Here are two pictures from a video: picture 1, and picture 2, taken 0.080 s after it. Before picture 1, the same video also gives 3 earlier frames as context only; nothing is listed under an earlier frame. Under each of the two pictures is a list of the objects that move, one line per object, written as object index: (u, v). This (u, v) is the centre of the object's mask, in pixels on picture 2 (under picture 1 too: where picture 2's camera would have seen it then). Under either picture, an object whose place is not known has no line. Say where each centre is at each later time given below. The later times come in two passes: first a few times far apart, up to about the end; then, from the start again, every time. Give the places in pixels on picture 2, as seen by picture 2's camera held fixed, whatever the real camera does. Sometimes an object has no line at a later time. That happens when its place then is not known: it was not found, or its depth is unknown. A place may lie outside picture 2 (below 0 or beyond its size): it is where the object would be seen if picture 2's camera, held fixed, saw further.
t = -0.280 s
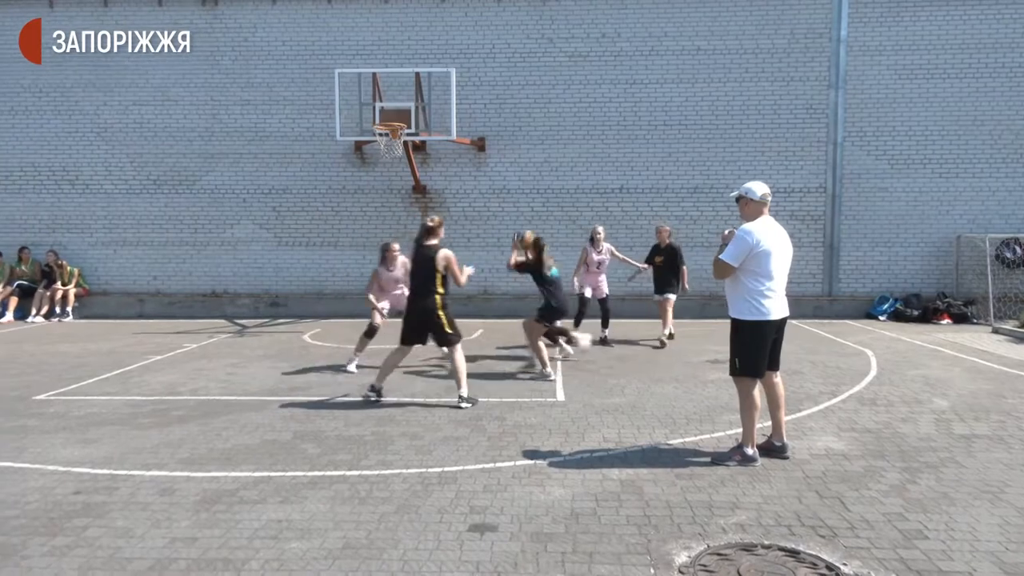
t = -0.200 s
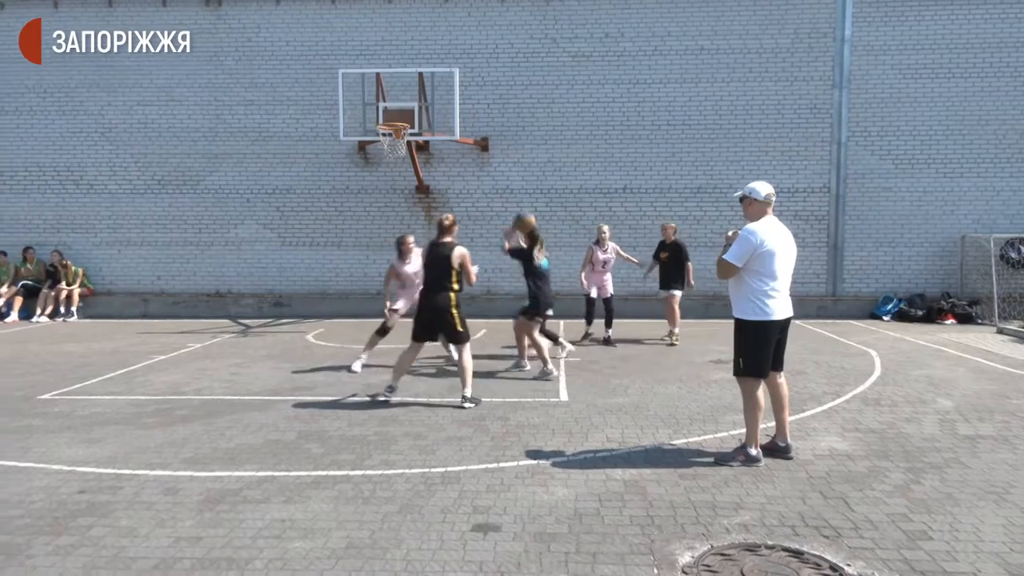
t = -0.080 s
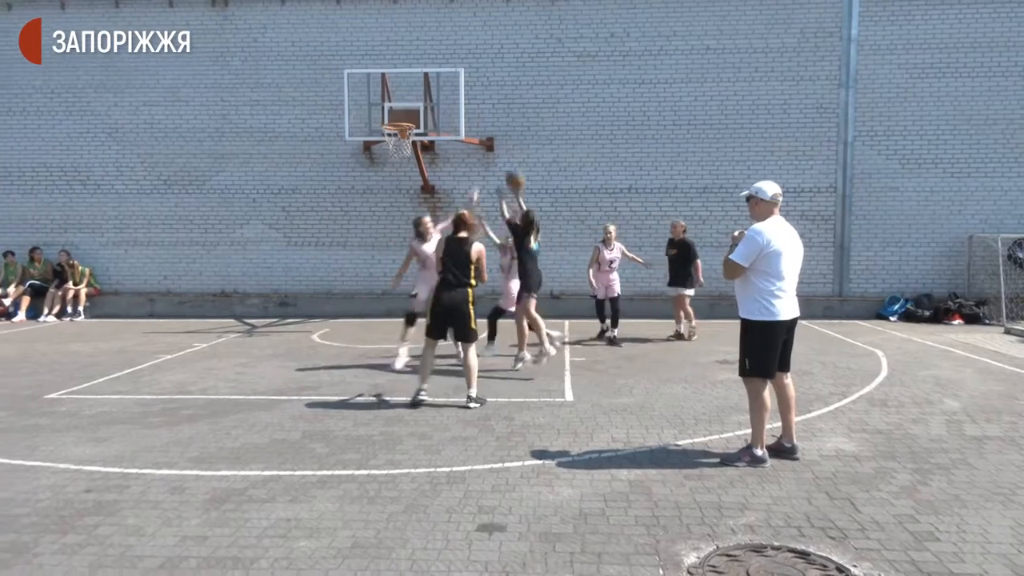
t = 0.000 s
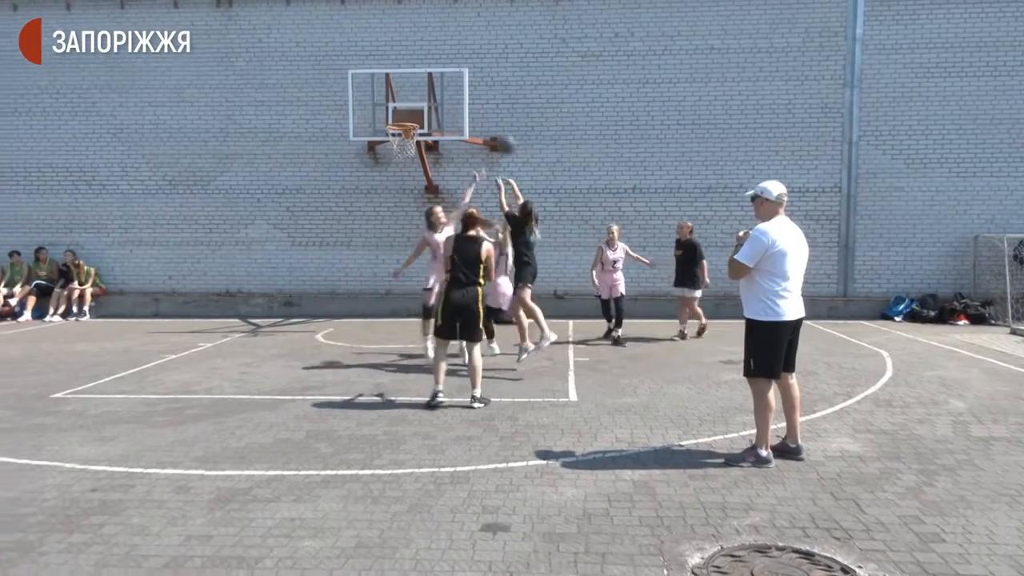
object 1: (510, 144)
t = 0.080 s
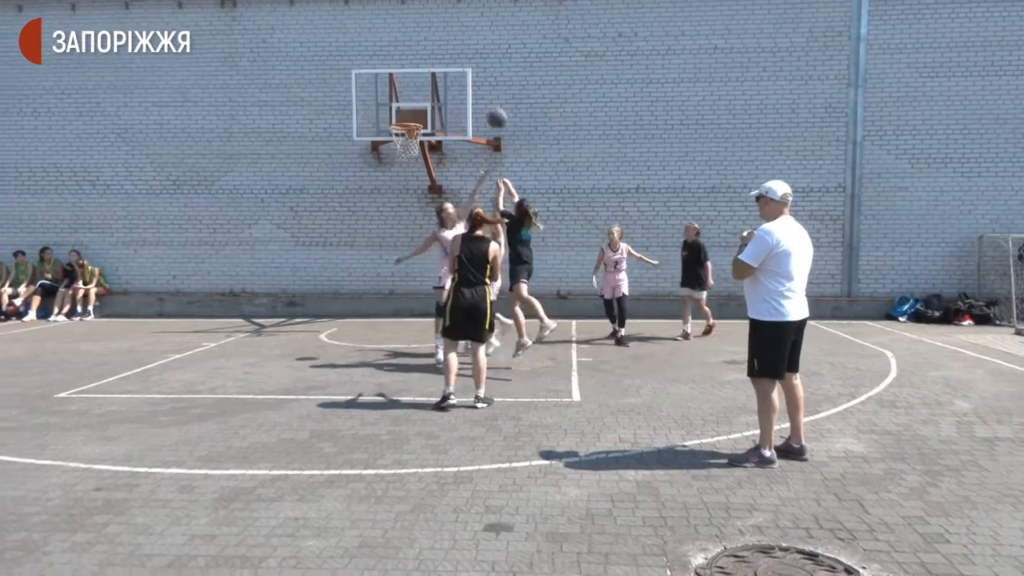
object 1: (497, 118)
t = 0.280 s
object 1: (469, 79)
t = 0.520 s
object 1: (441, 76)
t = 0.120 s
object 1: (491, 107)
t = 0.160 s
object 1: (485, 98)
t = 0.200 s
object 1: (480, 90)
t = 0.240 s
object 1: (474, 84)
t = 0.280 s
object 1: (469, 79)
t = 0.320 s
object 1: (463, 76)
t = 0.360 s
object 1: (458, 73)
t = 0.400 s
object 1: (454, 72)
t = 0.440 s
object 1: (449, 73)
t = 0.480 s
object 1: (445, 73)
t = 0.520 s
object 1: (441, 76)
